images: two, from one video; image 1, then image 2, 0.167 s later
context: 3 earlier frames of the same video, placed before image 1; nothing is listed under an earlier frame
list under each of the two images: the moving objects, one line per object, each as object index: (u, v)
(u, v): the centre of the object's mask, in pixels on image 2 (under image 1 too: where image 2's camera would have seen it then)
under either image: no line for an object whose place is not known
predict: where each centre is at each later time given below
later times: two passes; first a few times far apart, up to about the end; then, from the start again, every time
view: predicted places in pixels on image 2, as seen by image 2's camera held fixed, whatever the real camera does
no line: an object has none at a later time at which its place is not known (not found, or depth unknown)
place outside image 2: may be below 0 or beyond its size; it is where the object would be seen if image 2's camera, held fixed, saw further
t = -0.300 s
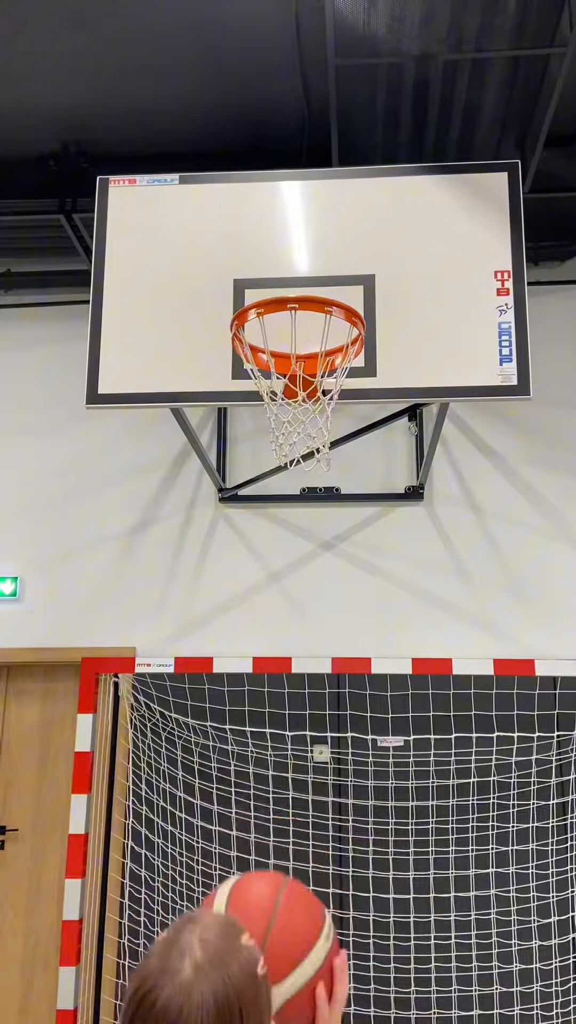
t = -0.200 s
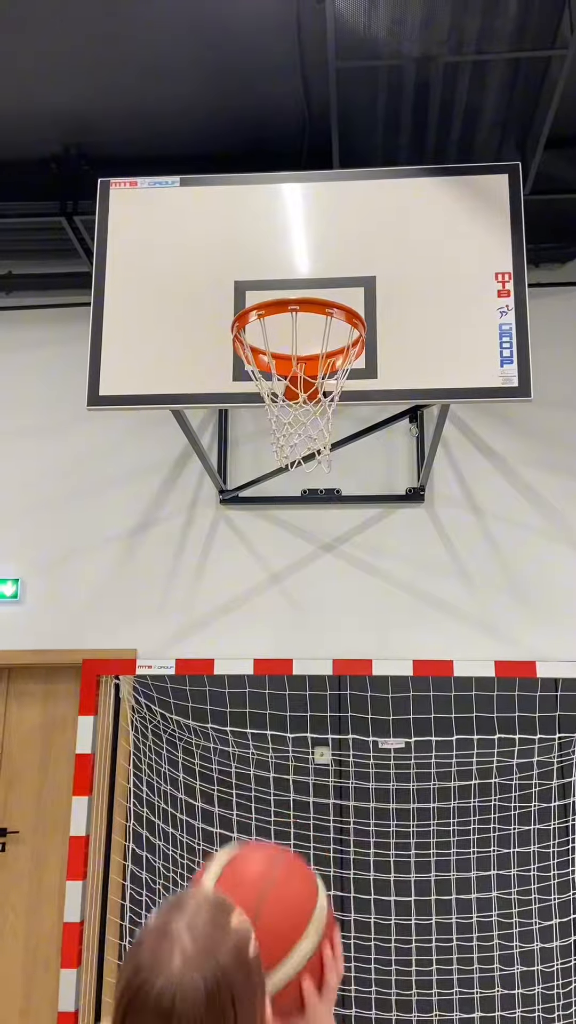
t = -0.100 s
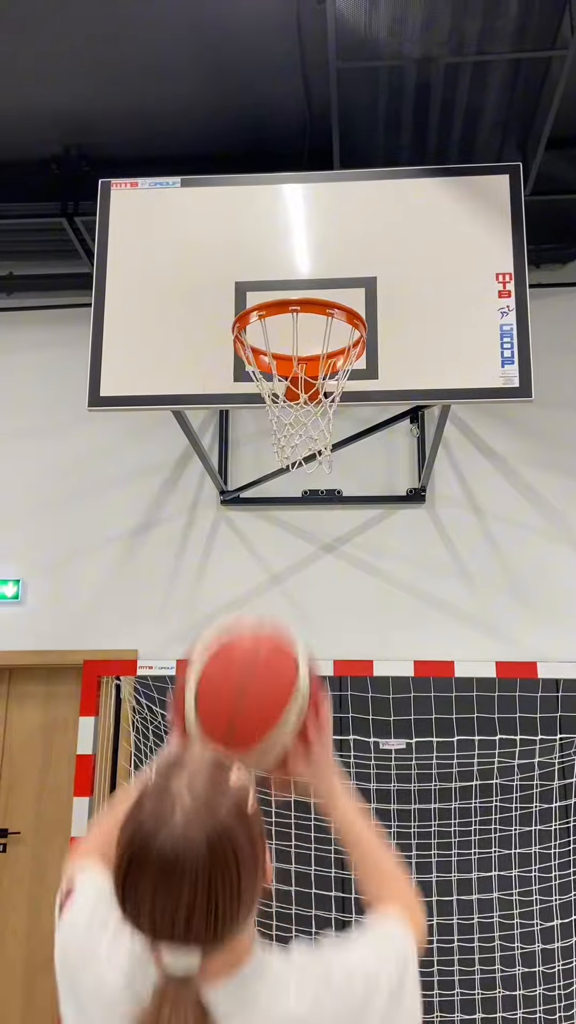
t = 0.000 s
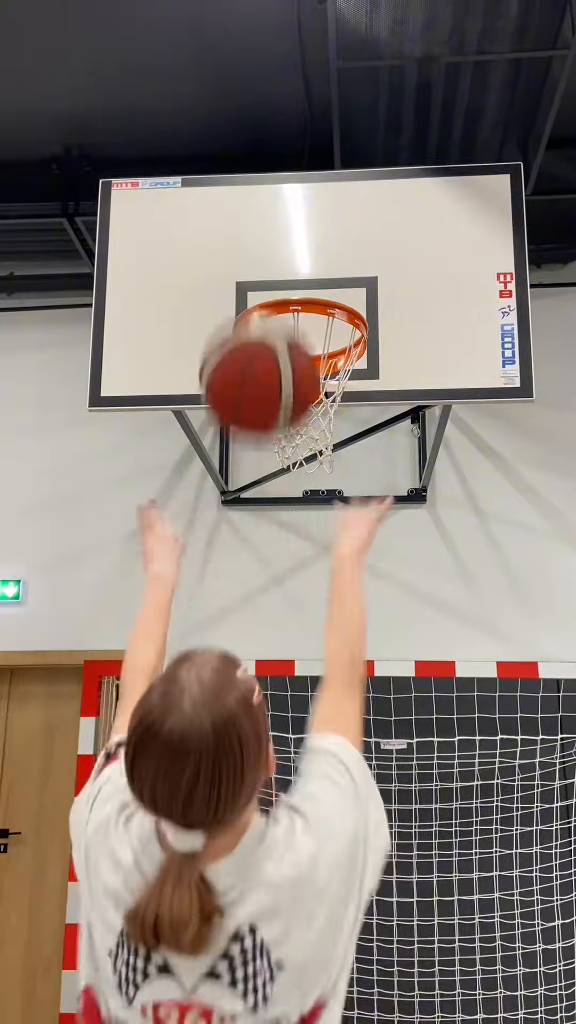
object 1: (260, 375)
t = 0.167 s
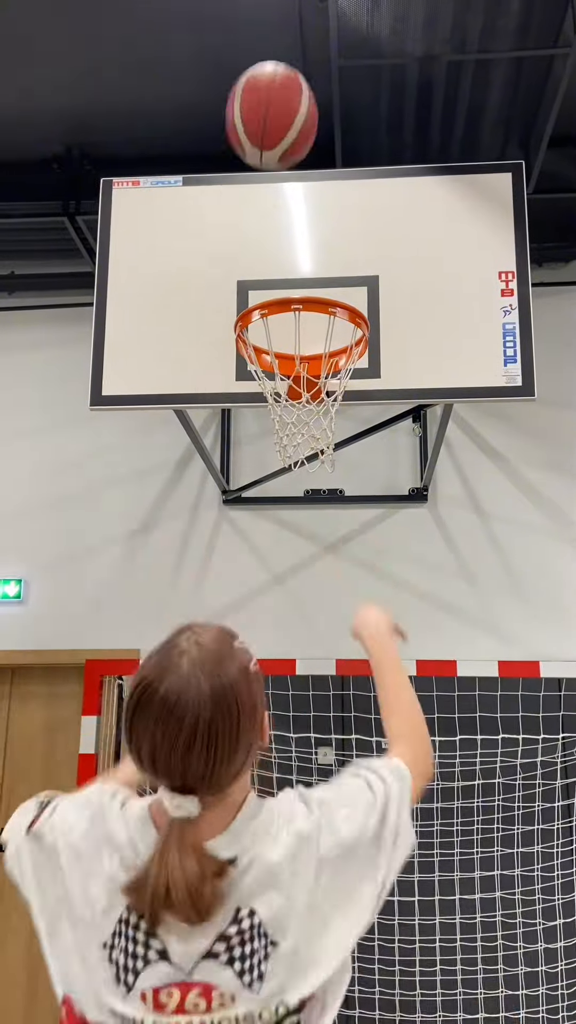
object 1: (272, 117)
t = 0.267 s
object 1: (274, 54)
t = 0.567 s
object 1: (276, 72)
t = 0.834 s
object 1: (275, 243)
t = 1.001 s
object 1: (270, 301)
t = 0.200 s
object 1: (273, 91)
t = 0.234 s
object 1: (274, 70)
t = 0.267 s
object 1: (274, 54)
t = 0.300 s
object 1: (275, 45)
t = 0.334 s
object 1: (275, 39)
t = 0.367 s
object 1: (275, 37)
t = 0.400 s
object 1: (276, 37)
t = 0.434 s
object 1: (276, 38)
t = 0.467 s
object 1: (276, 42)
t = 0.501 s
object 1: (276, 49)
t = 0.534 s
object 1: (276, 59)
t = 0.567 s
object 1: (276, 72)
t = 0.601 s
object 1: (276, 86)
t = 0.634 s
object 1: (276, 103)
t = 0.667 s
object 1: (276, 122)
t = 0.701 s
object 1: (275, 141)
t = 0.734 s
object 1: (275, 163)
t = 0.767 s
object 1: (275, 187)
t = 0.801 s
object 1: (275, 214)
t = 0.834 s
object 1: (275, 243)
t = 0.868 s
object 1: (273, 265)
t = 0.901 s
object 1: (270, 275)
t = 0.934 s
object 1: (264, 285)
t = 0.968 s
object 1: (259, 305)
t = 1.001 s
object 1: (270, 301)
